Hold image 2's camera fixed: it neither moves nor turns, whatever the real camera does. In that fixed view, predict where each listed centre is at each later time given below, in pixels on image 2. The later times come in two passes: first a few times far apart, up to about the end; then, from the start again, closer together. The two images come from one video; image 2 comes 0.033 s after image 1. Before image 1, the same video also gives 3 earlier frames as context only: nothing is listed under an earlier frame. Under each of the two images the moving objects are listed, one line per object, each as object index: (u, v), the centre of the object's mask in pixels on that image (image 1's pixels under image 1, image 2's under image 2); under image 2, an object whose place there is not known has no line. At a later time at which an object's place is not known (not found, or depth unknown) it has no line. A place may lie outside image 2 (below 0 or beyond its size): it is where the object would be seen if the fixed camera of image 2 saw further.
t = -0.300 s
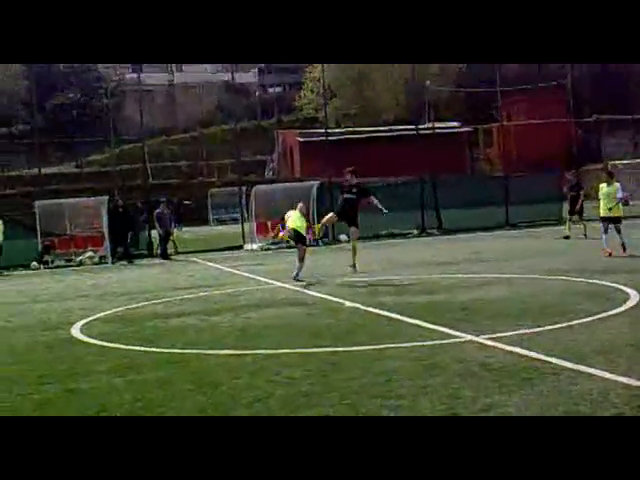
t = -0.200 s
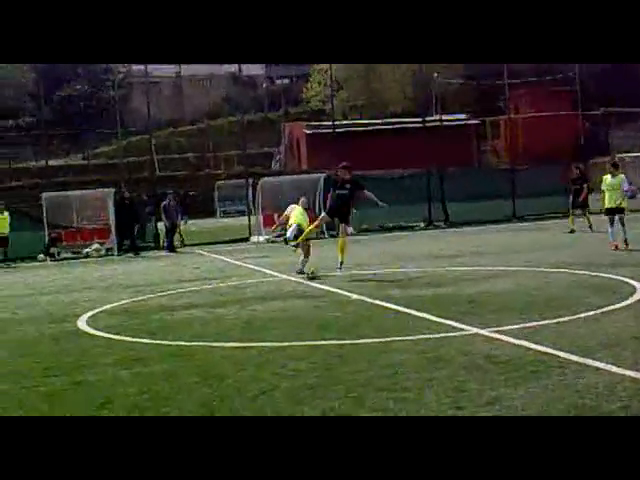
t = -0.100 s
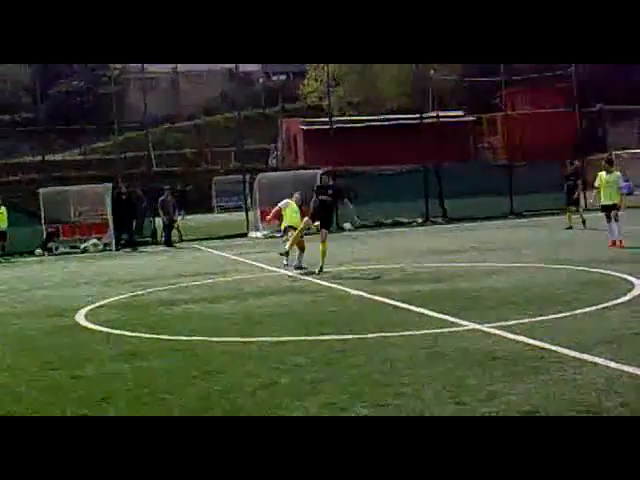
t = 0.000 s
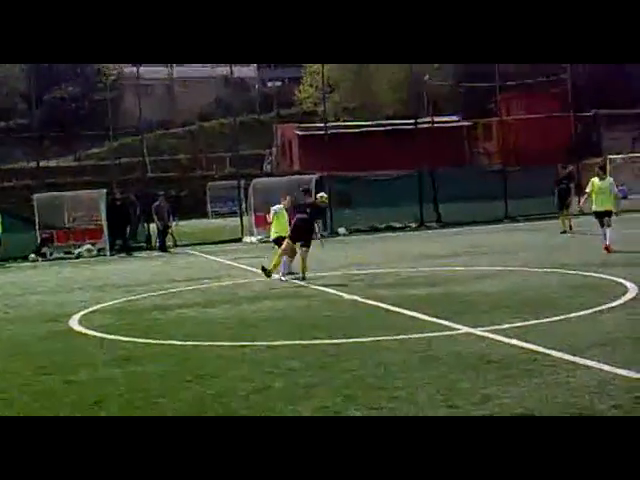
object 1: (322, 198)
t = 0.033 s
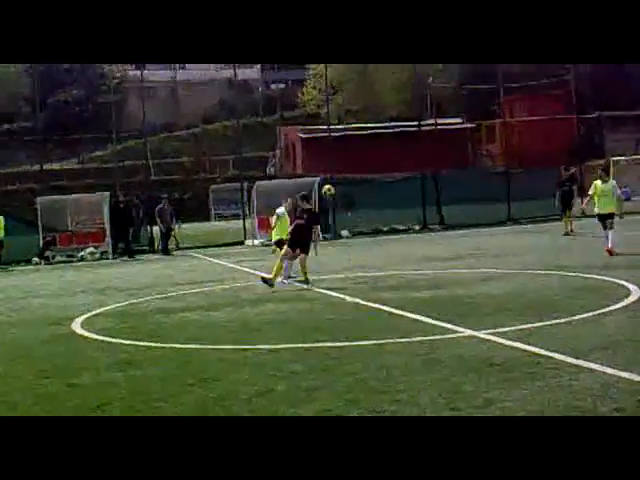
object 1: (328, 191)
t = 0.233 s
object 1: (347, 144)
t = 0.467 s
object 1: (372, 117)
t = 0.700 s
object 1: (397, 122)
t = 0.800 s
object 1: (408, 133)
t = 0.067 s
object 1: (331, 181)
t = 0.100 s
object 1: (334, 172)
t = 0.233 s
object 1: (347, 144)
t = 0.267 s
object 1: (353, 133)
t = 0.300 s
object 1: (356, 128)
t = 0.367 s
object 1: (362, 124)
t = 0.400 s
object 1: (365, 122)
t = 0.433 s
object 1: (368, 119)
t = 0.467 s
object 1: (372, 117)
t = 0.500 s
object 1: (375, 116)
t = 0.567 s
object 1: (382, 116)
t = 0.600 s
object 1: (386, 116)
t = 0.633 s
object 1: (390, 118)
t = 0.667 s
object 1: (394, 120)
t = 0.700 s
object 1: (397, 122)
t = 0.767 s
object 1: (405, 130)
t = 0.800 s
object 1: (408, 133)
